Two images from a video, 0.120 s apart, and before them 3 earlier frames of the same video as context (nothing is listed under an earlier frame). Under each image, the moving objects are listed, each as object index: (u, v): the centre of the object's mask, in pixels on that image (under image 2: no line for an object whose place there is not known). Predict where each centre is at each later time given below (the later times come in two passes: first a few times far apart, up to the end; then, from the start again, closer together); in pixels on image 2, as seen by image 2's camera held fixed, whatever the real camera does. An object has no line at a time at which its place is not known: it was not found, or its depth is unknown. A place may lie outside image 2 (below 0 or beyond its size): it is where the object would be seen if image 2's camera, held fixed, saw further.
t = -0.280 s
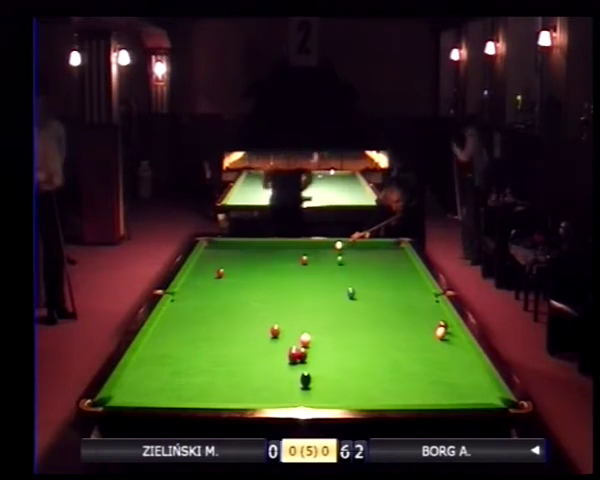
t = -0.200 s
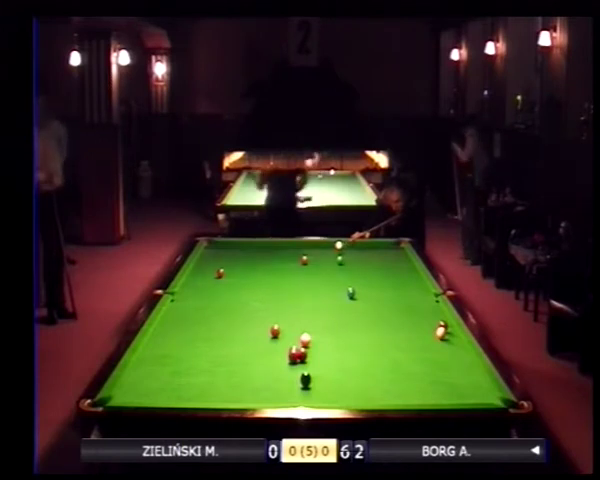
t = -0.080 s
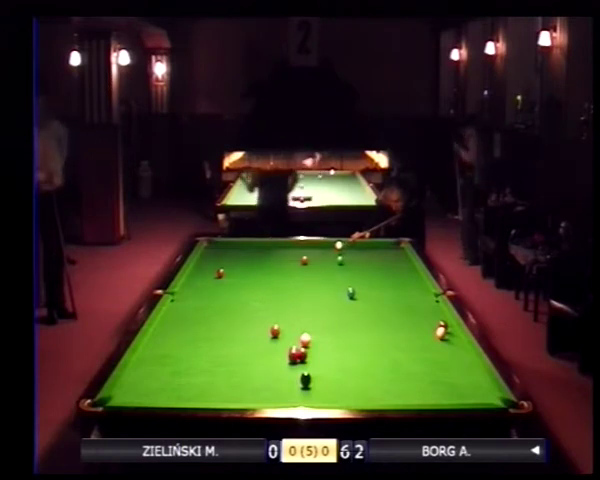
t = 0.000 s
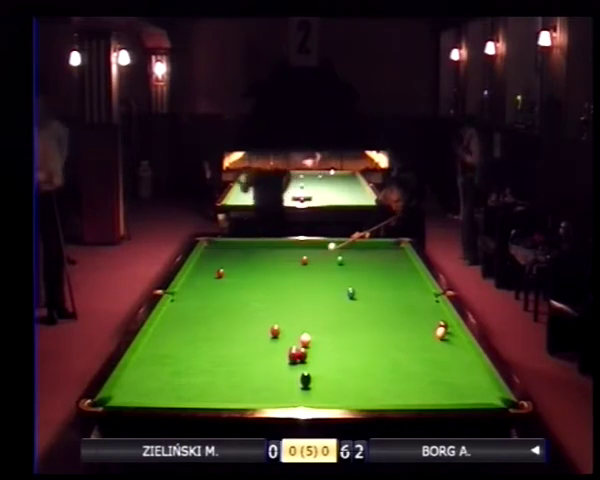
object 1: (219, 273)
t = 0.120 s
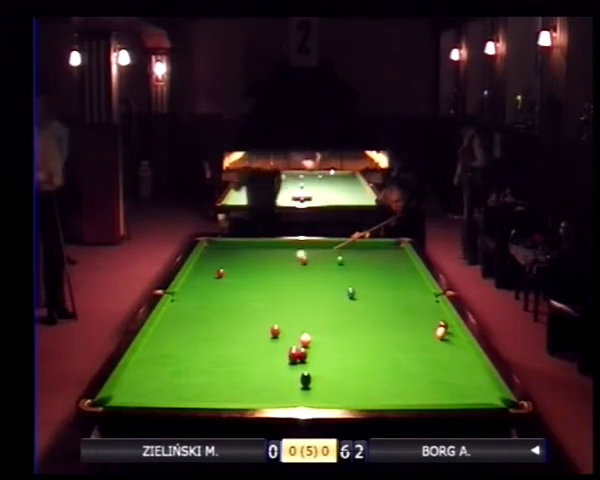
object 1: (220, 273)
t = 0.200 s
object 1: (219, 273)
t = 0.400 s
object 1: (219, 273)
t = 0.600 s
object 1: (203, 276)
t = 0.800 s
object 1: (236, 278)
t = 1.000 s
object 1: (271, 280)
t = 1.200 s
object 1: (306, 282)
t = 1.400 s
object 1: (339, 284)
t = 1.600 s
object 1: (373, 286)
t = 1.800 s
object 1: (407, 288)
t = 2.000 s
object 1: (414, 289)
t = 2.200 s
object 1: (390, 289)
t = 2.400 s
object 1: (367, 290)
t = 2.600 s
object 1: (344, 291)
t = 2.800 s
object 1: (320, 291)
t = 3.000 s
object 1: (297, 292)
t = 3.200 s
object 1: (274, 292)
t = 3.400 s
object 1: (252, 293)
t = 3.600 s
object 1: (230, 294)
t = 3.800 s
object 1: (209, 294)
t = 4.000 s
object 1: (189, 295)
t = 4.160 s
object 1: (173, 296)
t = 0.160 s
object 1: (219, 273)
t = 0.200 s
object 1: (219, 273)
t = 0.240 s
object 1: (219, 273)
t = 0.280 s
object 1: (219, 273)
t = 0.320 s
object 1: (219, 273)
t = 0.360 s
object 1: (219, 273)
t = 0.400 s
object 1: (219, 273)
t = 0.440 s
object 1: (208, 274)
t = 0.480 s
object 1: (197, 275)
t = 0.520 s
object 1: (190, 275)
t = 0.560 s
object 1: (196, 276)
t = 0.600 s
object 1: (203, 276)
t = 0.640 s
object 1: (210, 276)
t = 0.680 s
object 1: (218, 277)
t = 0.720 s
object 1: (224, 277)
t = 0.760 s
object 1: (230, 278)
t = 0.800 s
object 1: (236, 278)
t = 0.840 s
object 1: (244, 279)
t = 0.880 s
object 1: (251, 279)
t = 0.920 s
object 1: (257, 279)
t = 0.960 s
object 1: (264, 279)
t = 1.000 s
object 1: (271, 280)
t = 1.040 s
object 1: (278, 280)
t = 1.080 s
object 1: (284, 280)
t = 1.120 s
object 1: (291, 280)
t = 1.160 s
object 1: (298, 281)
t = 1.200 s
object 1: (306, 282)
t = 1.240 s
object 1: (312, 282)
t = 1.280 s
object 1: (319, 282)
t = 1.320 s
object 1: (326, 283)
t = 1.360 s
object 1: (333, 283)
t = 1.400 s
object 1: (339, 284)
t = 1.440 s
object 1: (346, 284)
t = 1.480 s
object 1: (352, 284)
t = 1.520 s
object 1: (359, 285)
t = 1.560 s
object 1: (367, 285)
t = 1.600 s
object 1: (373, 286)
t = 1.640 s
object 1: (380, 286)
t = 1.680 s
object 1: (387, 286)
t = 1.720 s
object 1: (393, 287)
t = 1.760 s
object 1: (401, 288)
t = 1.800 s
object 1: (407, 288)
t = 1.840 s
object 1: (415, 288)
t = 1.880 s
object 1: (421, 289)
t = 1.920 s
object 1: (425, 289)
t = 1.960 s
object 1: (419, 289)
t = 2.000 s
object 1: (414, 289)
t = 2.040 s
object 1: (409, 289)
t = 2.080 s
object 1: (405, 289)
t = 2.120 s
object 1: (400, 289)
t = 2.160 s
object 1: (395, 290)
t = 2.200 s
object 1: (390, 289)
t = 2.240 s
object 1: (386, 290)
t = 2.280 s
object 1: (381, 290)
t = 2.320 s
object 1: (376, 290)
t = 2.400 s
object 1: (367, 290)
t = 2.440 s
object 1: (362, 290)
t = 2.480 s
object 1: (357, 290)
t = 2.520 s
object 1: (353, 291)
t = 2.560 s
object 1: (348, 290)
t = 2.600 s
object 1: (344, 291)
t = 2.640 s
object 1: (339, 291)
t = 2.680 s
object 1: (334, 291)
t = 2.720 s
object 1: (329, 291)
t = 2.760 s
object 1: (325, 291)
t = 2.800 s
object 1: (320, 291)
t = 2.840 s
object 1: (315, 291)
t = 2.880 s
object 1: (311, 291)
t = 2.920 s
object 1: (306, 292)
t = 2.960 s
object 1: (301, 292)
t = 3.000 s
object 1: (297, 292)
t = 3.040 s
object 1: (292, 292)
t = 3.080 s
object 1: (288, 292)
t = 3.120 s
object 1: (283, 292)
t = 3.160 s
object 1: (279, 292)
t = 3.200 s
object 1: (274, 292)
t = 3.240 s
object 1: (270, 293)
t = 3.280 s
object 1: (265, 293)
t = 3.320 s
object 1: (261, 293)
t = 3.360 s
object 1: (257, 293)
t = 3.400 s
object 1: (252, 293)
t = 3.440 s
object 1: (248, 293)
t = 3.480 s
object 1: (244, 293)
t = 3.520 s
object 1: (239, 293)
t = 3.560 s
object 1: (235, 293)
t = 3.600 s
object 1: (230, 294)
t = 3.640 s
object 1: (226, 293)
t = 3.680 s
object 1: (222, 294)
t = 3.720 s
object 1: (218, 294)
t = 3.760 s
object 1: (213, 294)
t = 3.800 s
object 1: (209, 294)
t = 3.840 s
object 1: (205, 294)
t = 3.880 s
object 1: (201, 294)
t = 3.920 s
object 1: (197, 295)
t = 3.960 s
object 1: (193, 294)
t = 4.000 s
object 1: (189, 295)
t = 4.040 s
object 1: (185, 294)
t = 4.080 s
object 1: (180, 295)
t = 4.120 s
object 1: (177, 295)
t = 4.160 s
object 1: (173, 296)
